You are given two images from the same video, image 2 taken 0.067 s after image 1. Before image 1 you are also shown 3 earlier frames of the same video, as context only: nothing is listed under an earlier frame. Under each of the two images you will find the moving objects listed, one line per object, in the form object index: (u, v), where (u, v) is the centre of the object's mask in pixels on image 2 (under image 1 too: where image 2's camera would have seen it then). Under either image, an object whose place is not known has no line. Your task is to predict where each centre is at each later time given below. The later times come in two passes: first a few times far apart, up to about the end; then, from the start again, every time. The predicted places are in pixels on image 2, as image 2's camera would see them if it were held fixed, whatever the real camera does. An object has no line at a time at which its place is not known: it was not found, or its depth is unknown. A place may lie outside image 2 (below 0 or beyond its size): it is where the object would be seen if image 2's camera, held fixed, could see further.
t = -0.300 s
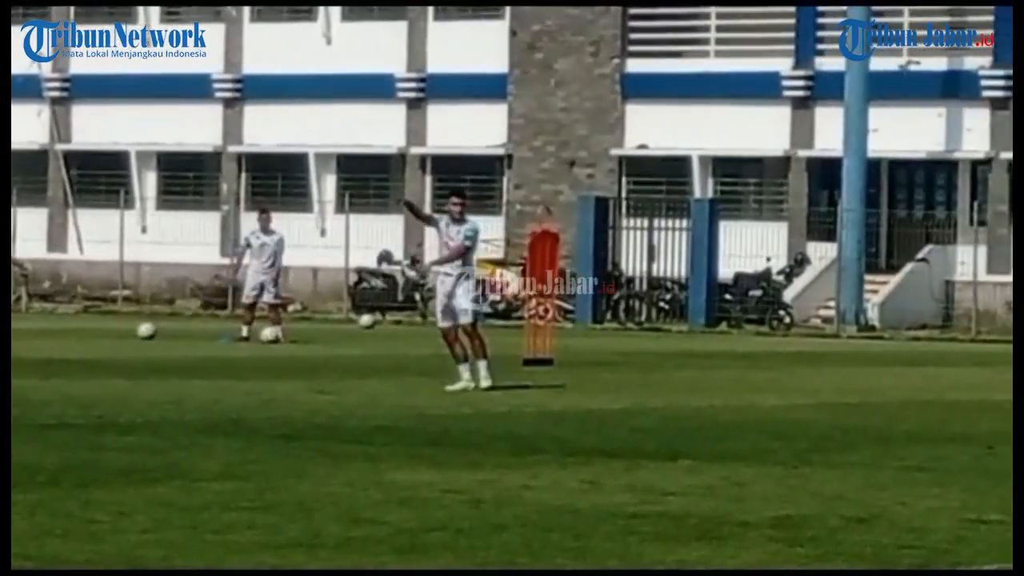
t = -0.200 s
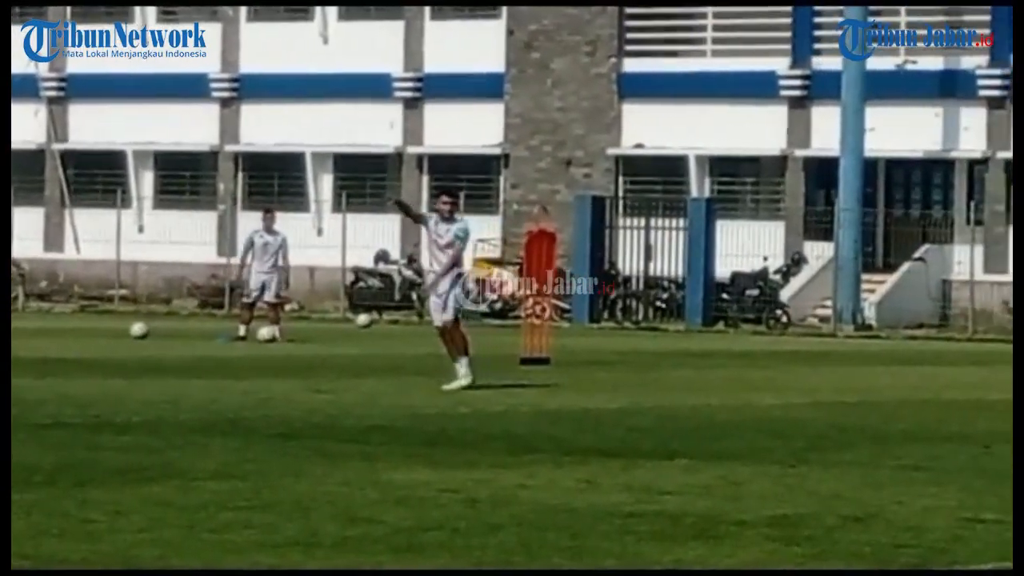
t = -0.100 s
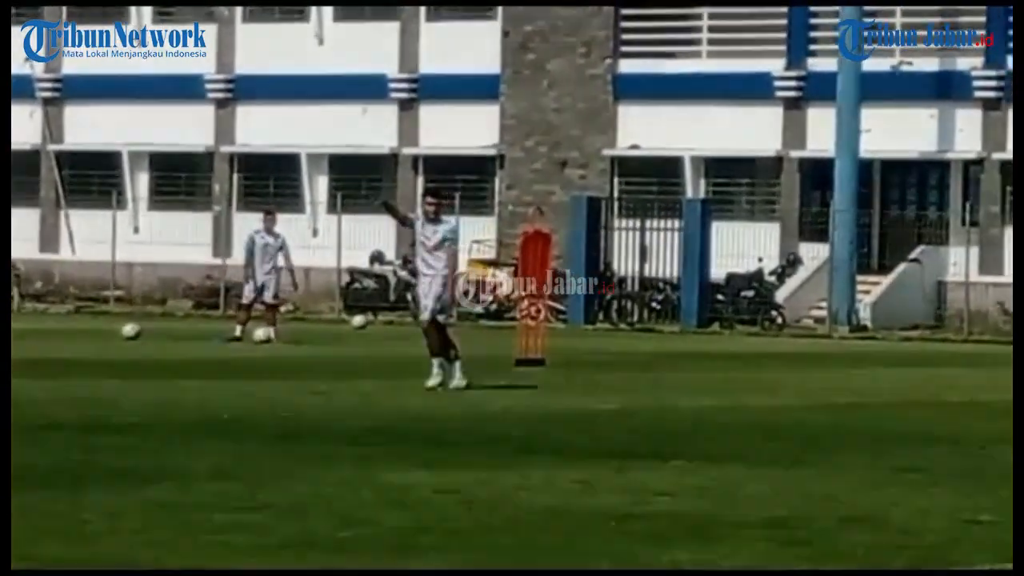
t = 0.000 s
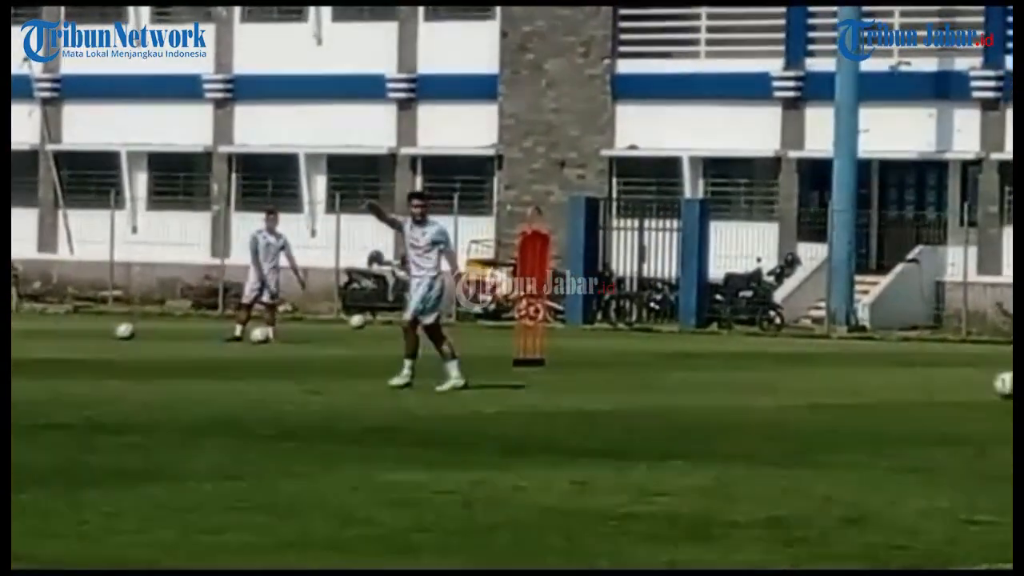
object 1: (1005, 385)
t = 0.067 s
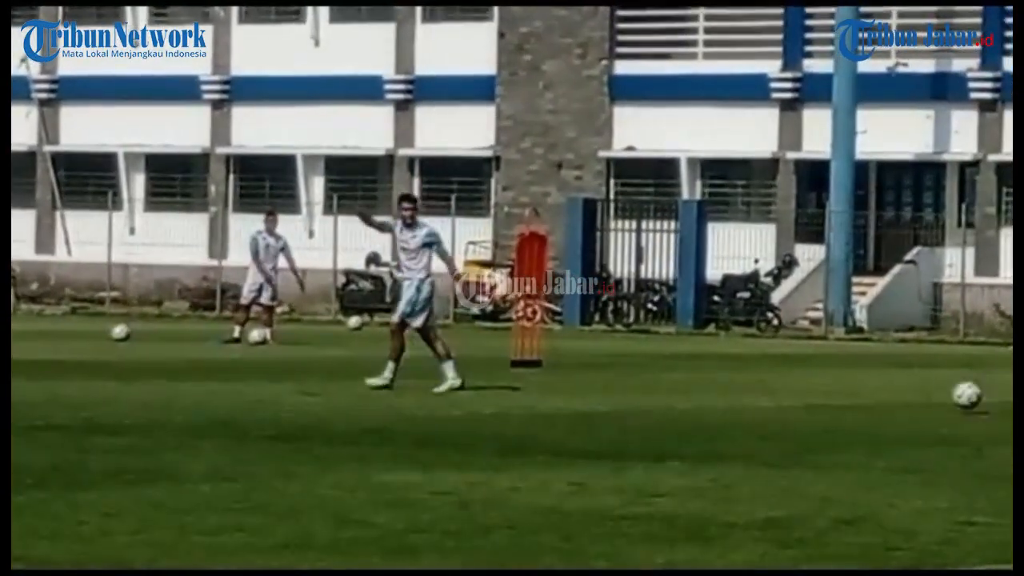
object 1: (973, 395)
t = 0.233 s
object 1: (881, 387)
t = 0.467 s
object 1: (761, 385)
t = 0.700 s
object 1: (656, 380)
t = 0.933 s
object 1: (563, 378)
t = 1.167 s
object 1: (480, 373)
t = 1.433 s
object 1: (396, 369)
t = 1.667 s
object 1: (327, 367)
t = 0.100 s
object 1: (954, 400)
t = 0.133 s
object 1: (935, 396)
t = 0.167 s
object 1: (917, 392)
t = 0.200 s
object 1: (899, 388)
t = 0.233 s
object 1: (881, 387)
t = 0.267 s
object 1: (863, 387)
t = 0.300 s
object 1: (844, 388)
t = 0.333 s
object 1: (828, 390)
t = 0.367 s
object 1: (812, 392)
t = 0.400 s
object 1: (793, 390)
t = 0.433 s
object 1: (777, 386)
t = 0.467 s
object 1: (761, 385)
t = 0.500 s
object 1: (746, 385)
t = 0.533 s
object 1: (730, 385)
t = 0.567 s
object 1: (715, 387)
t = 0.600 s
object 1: (699, 385)
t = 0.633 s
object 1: (685, 382)
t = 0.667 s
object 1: (671, 380)
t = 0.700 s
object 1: (656, 380)
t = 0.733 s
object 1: (642, 381)
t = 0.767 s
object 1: (629, 382)
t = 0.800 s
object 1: (615, 381)
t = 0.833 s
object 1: (602, 378)
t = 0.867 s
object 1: (589, 376)
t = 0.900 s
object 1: (577, 377)
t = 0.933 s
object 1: (563, 378)
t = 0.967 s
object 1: (552, 379)
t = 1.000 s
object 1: (539, 376)
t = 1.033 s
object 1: (527, 373)
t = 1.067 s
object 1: (515, 372)
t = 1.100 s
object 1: (503, 372)
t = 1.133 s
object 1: (491, 372)
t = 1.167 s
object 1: (480, 373)
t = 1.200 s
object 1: (469, 374)
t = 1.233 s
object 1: (458, 372)
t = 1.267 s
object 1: (443, 371)
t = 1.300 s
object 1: (436, 369)
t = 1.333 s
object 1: (425, 370)
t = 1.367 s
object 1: (415, 371)
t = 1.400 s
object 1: (405, 371)
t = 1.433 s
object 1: (396, 369)
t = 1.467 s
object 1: (384, 368)
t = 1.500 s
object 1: (375, 368)
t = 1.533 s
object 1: (362, 369)
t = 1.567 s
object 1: (352, 369)
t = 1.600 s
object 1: (345, 367)
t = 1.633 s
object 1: (334, 366)
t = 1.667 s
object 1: (327, 367)
